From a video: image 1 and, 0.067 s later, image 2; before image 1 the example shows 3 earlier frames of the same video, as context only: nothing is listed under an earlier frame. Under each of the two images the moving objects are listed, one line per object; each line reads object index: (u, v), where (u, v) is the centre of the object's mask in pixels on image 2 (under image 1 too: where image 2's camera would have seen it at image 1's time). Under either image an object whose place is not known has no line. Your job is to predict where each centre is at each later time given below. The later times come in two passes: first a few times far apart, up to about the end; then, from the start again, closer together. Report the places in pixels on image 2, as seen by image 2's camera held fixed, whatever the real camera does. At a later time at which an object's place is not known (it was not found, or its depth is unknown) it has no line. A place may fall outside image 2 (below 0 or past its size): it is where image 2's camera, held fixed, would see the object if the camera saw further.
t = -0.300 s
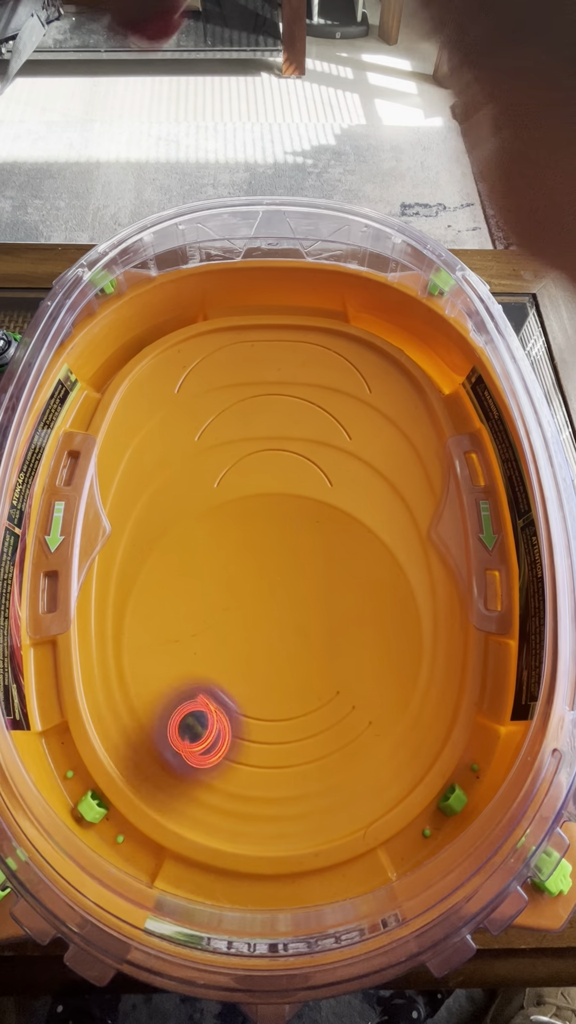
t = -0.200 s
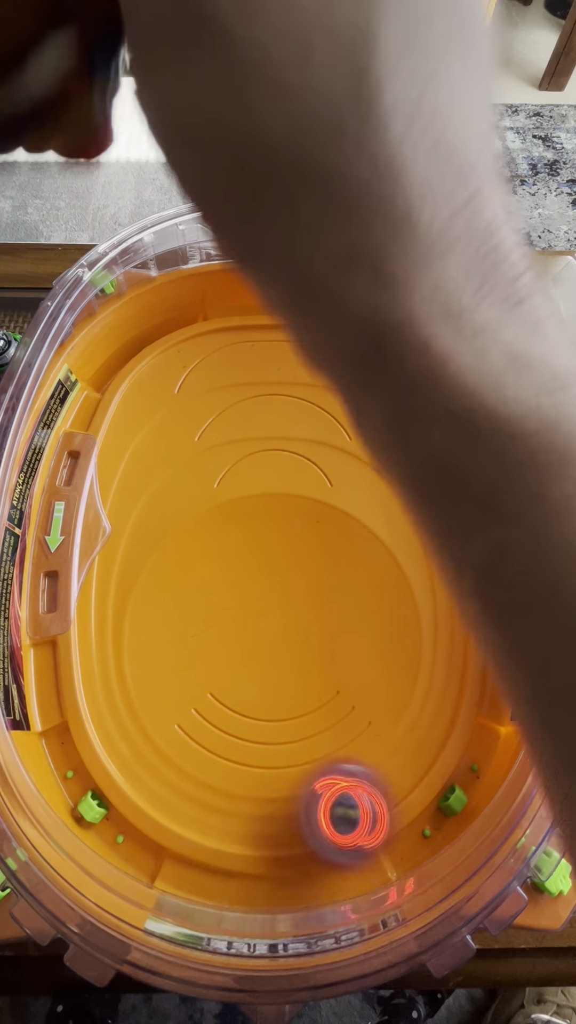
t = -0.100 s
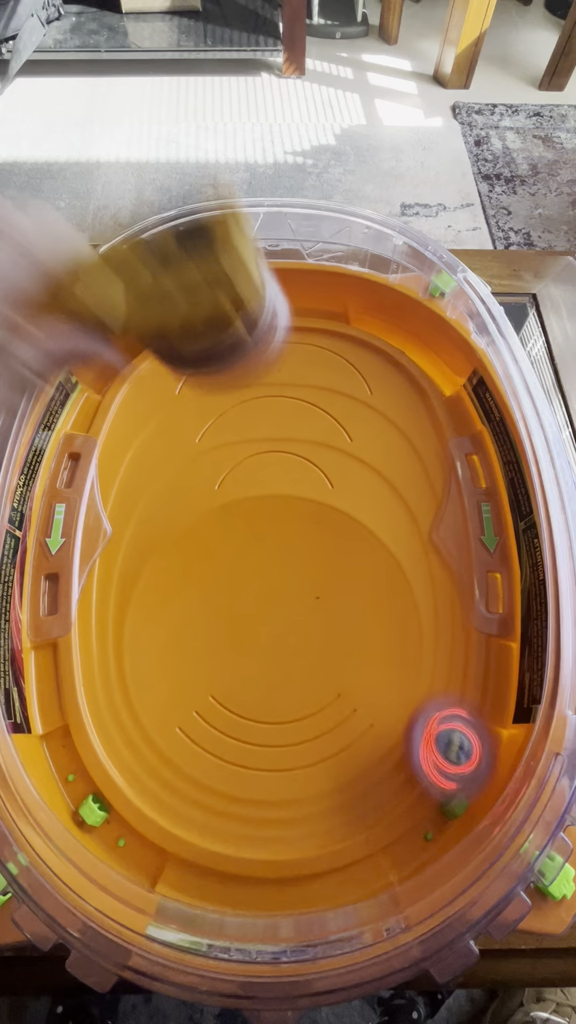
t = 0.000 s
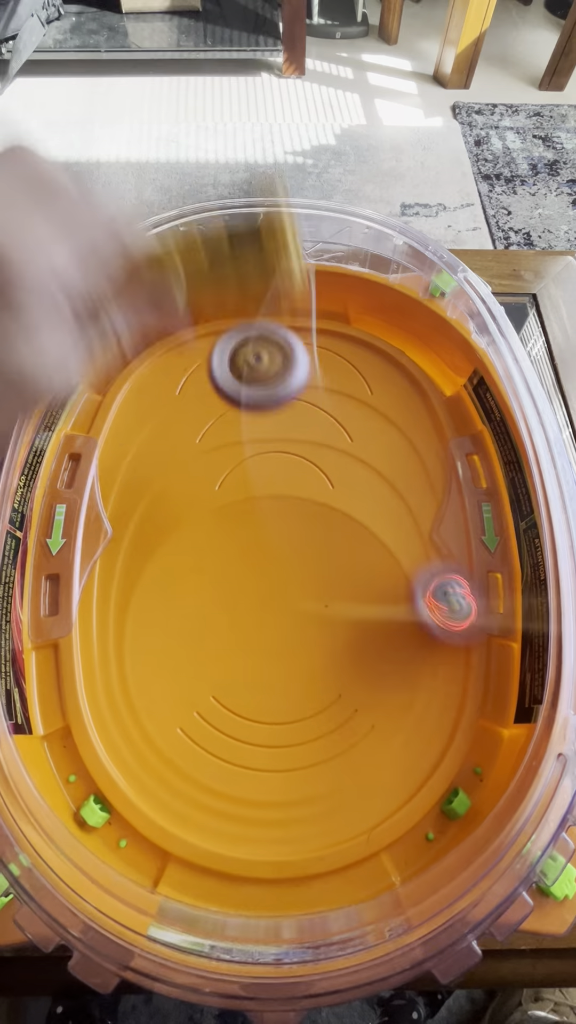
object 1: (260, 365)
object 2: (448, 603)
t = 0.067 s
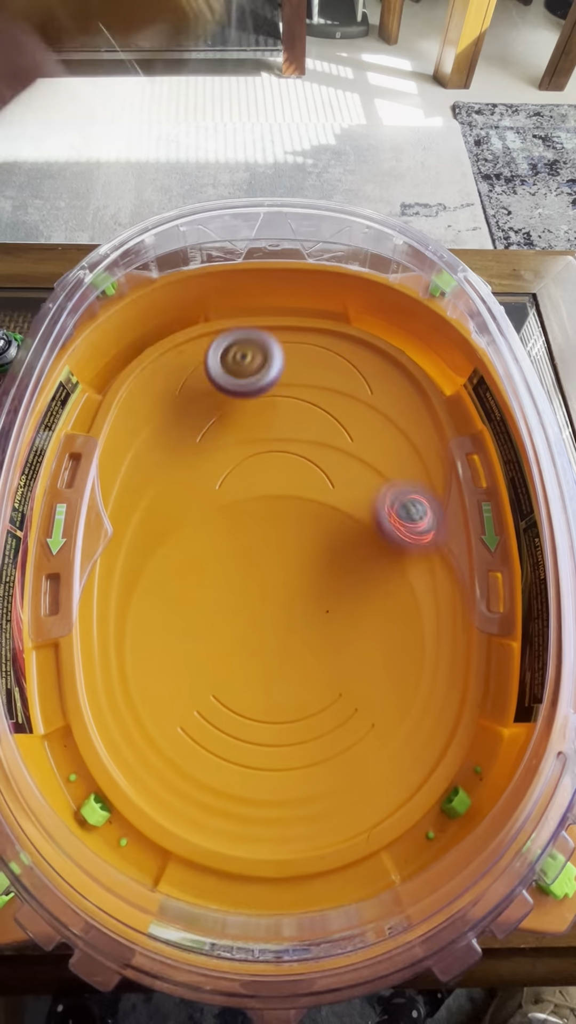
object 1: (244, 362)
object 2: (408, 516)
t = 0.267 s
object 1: (216, 311)
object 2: (245, 375)
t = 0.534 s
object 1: (227, 407)
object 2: (122, 536)
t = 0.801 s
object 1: (271, 615)
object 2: (272, 747)
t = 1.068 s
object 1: (359, 604)
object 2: (420, 726)
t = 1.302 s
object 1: (312, 511)
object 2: (367, 607)
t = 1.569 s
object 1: (200, 571)
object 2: (312, 600)
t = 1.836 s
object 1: (315, 768)
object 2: (274, 609)
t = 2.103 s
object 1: (481, 614)
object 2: (251, 627)
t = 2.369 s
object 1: (308, 498)
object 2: (239, 638)
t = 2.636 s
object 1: (64, 657)
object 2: (238, 643)
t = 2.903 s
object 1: (366, 809)
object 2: (243, 637)
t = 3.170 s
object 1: (374, 410)
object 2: (252, 628)
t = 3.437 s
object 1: (181, 354)
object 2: (260, 618)
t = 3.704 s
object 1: (108, 595)
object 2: (269, 602)
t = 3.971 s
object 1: (368, 803)
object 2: (270, 596)
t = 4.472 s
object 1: (197, 328)
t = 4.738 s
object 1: (121, 531)
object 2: (295, 605)
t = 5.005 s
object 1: (365, 774)
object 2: (299, 609)
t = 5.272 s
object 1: (395, 553)
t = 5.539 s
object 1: (148, 404)
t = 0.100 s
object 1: (238, 343)
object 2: (388, 484)
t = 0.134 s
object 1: (230, 317)
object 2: (365, 455)
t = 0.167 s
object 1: (224, 299)
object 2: (338, 427)
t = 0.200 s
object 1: (221, 297)
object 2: (308, 406)
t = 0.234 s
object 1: (218, 305)
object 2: (277, 389)
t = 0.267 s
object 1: (216, 311)
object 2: (245, 375)
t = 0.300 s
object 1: (212, 302)
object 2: (214, 373)
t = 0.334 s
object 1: (209, 296)
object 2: (179, 383)
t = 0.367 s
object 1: (208, 302)
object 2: (142, 397)
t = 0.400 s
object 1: (212, 322)
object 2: (108, 413)
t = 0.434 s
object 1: (216, 339)
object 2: (99, 432)
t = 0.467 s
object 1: (221, 362)
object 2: (104, 464)
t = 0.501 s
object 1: (224, 384)
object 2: (114, 501)
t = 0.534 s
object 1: (227, 407)
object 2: (122, 536)
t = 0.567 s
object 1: (230, 430)
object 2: (132, 571)
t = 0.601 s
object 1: (235, 453)
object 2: (144, 607)
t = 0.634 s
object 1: (240, 475)
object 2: (158, 643)
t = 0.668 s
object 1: (246, 499)
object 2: (175, 676)
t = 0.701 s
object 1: (251, 526)
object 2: (192, 701)
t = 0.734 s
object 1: (255, 555)
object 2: (214, 723)
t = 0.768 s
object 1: (262, 585)
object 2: (242, 740)
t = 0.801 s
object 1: (271, 615)
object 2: (272, 747)
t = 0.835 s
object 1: (282, 644)
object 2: (302, 746)
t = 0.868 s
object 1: (294, 650)
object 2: (335, 762)
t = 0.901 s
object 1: (306, 643)
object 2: (370, 795)
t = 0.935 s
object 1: (319, 637)
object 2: (402, 813)
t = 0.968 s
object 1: (330, 629)
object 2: (420, 808)
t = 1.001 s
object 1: (342, 621)
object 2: (425, 787)
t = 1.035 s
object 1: (352, 613)
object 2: (425, 757)
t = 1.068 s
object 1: (359, 604)
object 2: (420, 726)
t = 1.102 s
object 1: (364, 594)
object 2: (415, 694)
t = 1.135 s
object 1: (365, 584)
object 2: (407, 665)
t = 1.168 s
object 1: (359, 564)
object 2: (404, 653)
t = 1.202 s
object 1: (350, 549)
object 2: (398, 639)
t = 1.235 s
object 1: (340, 538)
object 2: (387, 621)
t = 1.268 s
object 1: (328, 528)
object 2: (375, 604)
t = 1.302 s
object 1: (312, 511)
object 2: (367, 607)
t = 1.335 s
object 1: (295, 501)
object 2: (359, 608)
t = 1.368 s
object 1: (279, 497)
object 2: (350, 607)
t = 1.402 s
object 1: (264, 498)
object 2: (342, 606)
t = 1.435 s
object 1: (249, 503)
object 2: (336, 603)
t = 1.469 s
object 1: (234, 514)
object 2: (330, 602)
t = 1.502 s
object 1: (220, 530)
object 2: (324, 601)
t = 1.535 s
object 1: (208, 549)
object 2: (318, 601)
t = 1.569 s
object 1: (200, 571)
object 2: (312, 600)
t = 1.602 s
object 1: (196, 595)
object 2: (306, 601)
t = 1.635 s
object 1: (197, 621)
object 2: (301, 601)
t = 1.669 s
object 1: (202, 647)
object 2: (296, 602)
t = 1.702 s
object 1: (213, 675)
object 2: (291, 603)
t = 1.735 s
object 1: (229, 703)
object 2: (286, 605)
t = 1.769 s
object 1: (252, 729)
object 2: (282, 606)
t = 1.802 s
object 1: (281, 752)
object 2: (278, 607)
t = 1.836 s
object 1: (315, 768)
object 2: (274, 609)
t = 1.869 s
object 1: (353, 776)
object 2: (270, 612)
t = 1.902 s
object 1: (392, 778)
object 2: (267, 614)
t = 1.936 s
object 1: (425, 765)
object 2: (263, 616)
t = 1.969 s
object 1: (451, 742)
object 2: (261, 619)
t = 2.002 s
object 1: (468, 718)
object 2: (257, 621)
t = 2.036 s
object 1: (478, 686)
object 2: (254, 623)
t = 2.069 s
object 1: (482, 652)
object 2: (252, 625)
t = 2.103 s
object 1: (481, 614)
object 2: (251, 627)
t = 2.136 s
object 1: (459, 587)
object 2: (249, 629)
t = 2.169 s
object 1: (431, 566)
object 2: (248, 631)
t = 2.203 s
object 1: (413, 545)
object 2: (247, 633)
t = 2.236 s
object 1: (394, 530)
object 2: (245, 634)
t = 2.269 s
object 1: (378, 518)
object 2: (243, 635)
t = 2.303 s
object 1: (361, 509)
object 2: (240, 637)
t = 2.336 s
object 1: (337, 502)
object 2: (239, 637)
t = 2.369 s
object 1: (308, 498)
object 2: (239, 638)
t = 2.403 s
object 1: (275, 497)
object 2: (238, 640)
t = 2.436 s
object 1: (238, 503)
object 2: (238, 641)
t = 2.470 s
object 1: (199, 515)
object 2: (238, 642)
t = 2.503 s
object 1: (159, 536)
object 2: (238, 642)
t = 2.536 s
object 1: (120, 564)
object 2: (238, 643)
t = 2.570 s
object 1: (84, 593)
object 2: (238, 643)
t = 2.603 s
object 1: (71, 622)
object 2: (239, 643)
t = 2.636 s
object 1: (64, 657)
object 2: (238, 643)
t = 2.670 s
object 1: (66, 695)
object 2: (238, 642)
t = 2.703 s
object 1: (81, 735)
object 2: (239, 641)
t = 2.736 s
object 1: (109, 771)
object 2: (240, 640)
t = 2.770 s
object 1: (149, 803)
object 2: (240, 640)
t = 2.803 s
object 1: (198, 823)
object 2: (241, 639)
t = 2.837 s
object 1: (253, 831)
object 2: (242, 639)
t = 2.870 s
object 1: (311, 831)
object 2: (242, 638)
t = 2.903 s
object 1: (366, 809)
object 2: (243, 637)
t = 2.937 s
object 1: (414, 773)
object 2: (244, 637)
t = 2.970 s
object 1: (446, 719)
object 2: (244, 636)
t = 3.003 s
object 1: (460, 658)
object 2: (245, 634)
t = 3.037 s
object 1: (463, 595)
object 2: (245, 633)
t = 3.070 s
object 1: (449, 536)
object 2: (247, 632)
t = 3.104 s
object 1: (423, 486)
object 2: (248, 630)
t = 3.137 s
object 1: (396, 445)
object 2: (250, 629)
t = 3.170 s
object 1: (374, 410)
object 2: (252, 628)
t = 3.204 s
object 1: (351, 379)
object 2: (254, 628)
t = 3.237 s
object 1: (326, 353)
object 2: (255, 627)
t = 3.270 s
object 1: (300, 333)
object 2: (256, 626)
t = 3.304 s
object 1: (276, 317)
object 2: (257, 624)
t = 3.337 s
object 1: (252, 313)
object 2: (258, 623)
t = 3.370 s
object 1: (226, 324)
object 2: (258, 621)
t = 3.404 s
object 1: (203, 340)
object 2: (259, 619)
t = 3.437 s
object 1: (181, 354)
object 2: (260, 618)
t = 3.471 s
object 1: (160, 371)
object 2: (261, 616)
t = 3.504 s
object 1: (142, 387)
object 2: (263, 614)
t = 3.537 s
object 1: (126, 407)
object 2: (265, 612)
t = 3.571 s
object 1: (108, 433)
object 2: (266, 610)
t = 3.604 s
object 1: (98, 464)
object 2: (267, 608)
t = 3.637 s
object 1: (97, 503)
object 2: (268, 605)
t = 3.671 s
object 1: (102, 549)
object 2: (268, 603)
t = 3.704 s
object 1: (108, 595)
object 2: (269, 602)
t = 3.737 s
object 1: (116, 642)
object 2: (269, 601)
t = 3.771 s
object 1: (128, 687)
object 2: (269, 600)
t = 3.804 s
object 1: (150, 737)
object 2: (269, 600)
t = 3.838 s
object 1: (180, 784)
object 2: (269, 599)
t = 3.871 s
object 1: (219, 826)
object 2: (270, 598)
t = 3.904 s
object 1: (271, 845)
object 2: (270, 598)
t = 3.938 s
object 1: (323, 834)
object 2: (270, 597)
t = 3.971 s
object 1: (368, 803)
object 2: (270, 596)
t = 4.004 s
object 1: (406, 760)
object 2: (271, 597)
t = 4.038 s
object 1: (438, 718)
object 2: (271, 597)
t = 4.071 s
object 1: (462, 675)
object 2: (272, 597)
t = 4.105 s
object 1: (469, 627)
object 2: (272, 597)
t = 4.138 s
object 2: (273, 597)
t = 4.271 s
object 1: (351, 419)
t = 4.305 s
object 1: (326, 390)
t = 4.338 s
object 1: (302, 367)
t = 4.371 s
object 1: (273, 350)
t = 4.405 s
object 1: (247, 338)
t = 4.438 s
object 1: (221, 331)
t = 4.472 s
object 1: (197, 328)
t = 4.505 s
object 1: (177, 335)
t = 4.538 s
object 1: (160, 350)
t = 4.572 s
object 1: (141, 367)
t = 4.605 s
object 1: (124, 388)
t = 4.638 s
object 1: (112, 416)
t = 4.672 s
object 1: (104, 450)
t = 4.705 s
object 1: (103, 489)
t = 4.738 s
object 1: (121, 531)
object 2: (295, 605)
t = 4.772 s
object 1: (138, 569)
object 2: (296, 606)
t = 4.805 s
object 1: (158, 610)
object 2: (296, 606)
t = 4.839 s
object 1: (180, 650)
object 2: (297, 606)
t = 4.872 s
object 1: (204, 684)
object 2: (297, 607)
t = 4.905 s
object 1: (233, 717)
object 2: (298, 607)
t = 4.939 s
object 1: (271, 745)
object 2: (298, 607)
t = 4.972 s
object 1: (317, 766)
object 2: (299, 608)
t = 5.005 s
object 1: (365, 774)
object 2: (299, 609)
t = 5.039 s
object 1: (410, 774)
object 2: (299, 610)
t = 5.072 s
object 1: (445, 754)
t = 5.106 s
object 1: (471, 732)
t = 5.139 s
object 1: (476, 700)
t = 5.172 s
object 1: (465, 664)
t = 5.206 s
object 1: (443, 624)
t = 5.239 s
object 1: (421, 589)
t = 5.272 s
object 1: (395, 553)
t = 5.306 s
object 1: (365, 519)
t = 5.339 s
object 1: (326, 488)
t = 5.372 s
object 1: (287, 462)
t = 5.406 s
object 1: (254, 443)
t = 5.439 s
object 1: (225, 426)
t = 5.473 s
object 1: (197, 415)
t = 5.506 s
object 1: (171, 408)
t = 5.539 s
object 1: (148, 404)
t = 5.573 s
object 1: (125, 406)
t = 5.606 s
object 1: (105, 411)
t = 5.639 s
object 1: (92, 421)
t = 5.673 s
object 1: (84, 440)
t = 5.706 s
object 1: (74, 460)
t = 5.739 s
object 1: (66, 481)
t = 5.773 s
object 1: (63, 501)
